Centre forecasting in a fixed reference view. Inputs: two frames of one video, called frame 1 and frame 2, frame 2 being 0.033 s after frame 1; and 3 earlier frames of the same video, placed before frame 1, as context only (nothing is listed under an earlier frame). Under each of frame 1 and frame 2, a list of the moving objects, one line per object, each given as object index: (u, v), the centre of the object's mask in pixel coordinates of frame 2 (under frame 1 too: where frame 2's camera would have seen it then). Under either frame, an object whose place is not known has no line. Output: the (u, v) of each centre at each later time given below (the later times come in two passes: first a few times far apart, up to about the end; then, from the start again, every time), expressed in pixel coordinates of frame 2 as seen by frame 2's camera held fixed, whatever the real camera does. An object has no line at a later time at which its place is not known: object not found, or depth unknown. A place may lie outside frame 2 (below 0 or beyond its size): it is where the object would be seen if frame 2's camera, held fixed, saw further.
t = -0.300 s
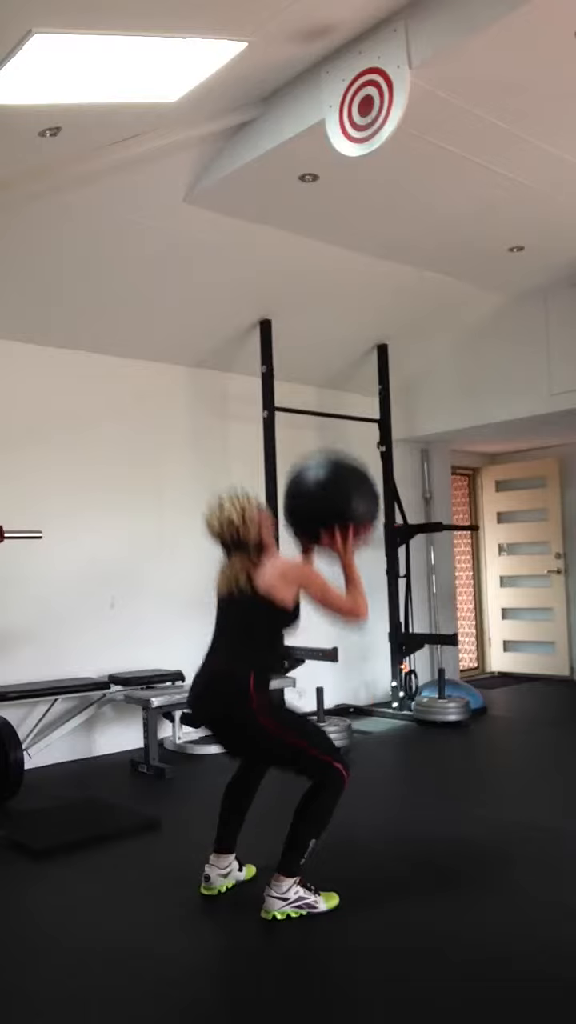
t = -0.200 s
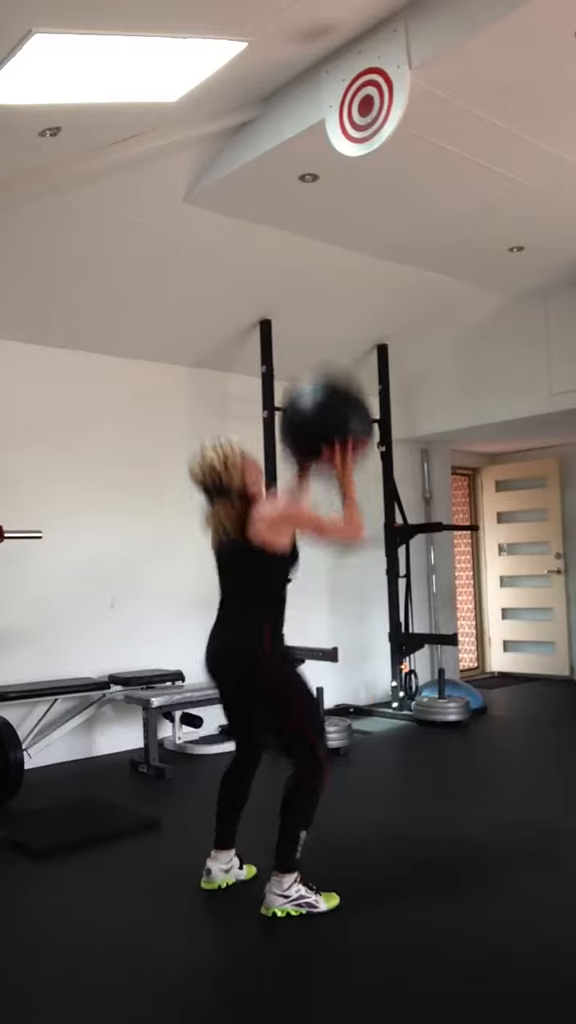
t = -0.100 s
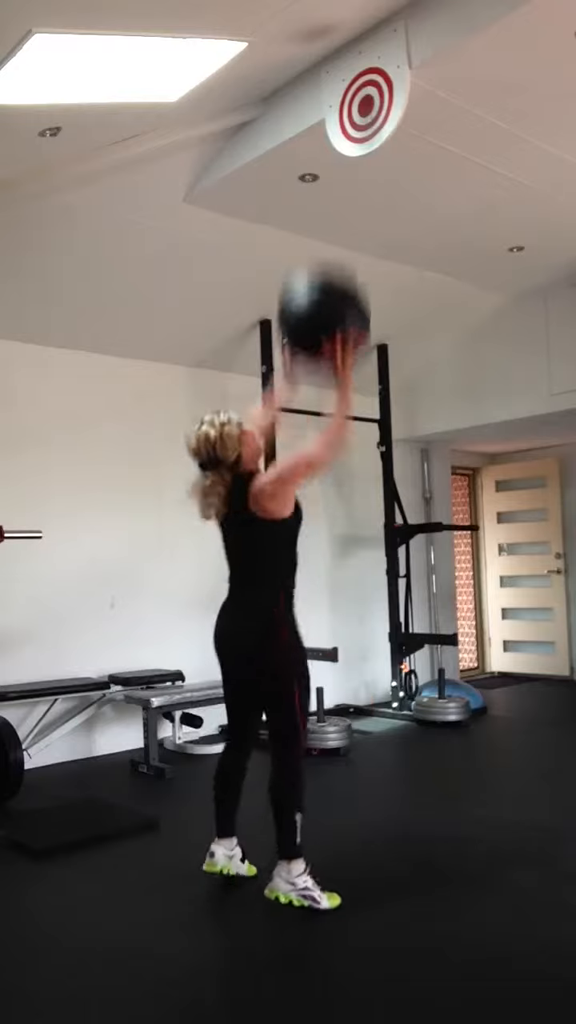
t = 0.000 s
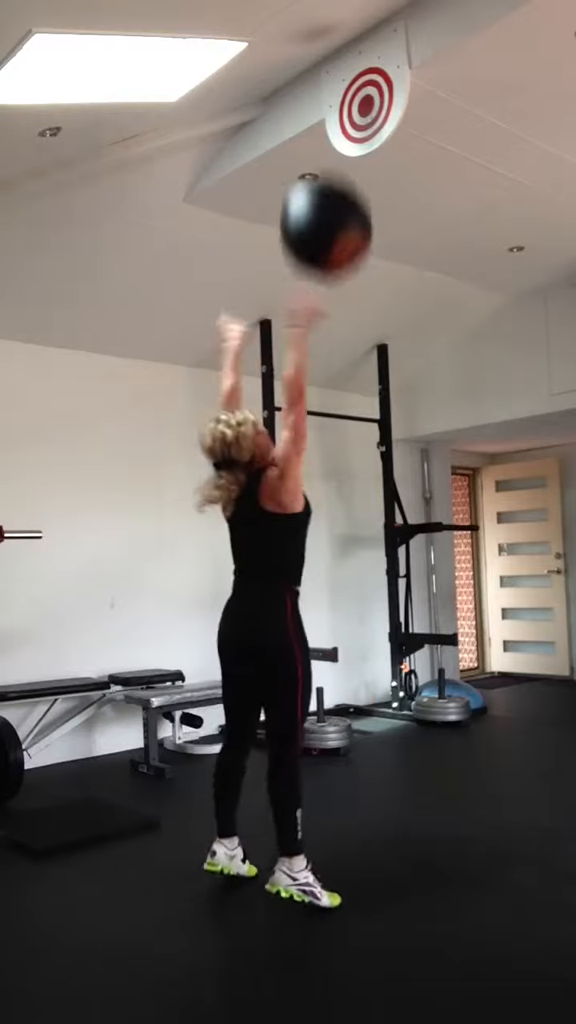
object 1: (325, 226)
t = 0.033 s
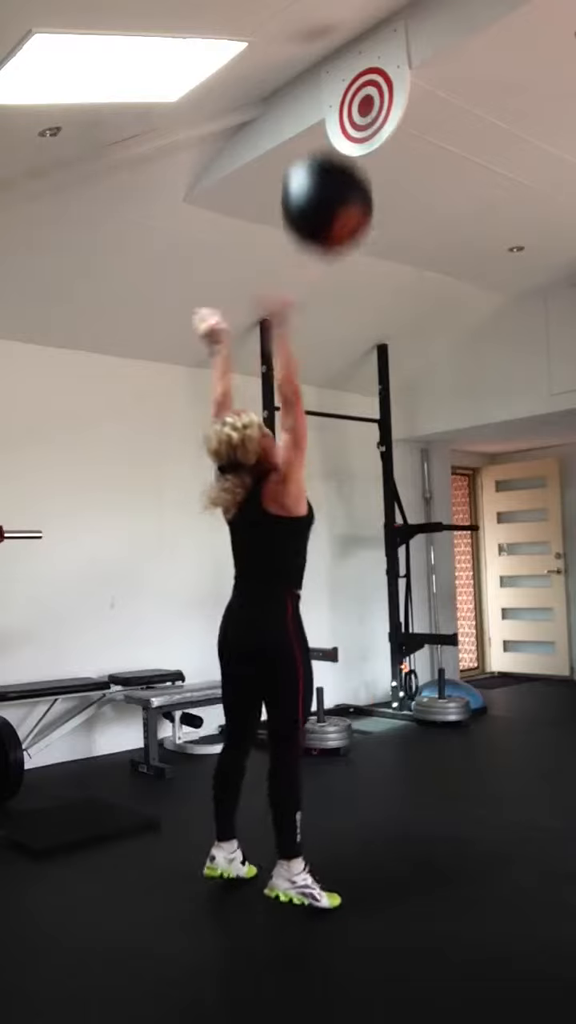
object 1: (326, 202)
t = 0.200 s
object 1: (333, 125)
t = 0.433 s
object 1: (330, 122)
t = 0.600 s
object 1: (323, 195)
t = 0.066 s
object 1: (326, 182)
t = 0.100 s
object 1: (328, 163)
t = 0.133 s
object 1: (329, 148)
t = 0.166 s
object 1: (331, 135)
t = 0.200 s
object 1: (333, 125)
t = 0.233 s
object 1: (335, 118)
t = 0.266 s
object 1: (336, 113)
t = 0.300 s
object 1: (337, 111)
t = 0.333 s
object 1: (338, 111)
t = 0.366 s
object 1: (334, 112)
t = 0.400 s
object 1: (332, 116)
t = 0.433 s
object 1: (330, 122)
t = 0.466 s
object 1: (328, 132)
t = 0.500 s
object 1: (327, 143)
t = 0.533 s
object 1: (325, 158)
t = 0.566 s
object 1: (323, 175)
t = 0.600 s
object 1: (323, 195)
